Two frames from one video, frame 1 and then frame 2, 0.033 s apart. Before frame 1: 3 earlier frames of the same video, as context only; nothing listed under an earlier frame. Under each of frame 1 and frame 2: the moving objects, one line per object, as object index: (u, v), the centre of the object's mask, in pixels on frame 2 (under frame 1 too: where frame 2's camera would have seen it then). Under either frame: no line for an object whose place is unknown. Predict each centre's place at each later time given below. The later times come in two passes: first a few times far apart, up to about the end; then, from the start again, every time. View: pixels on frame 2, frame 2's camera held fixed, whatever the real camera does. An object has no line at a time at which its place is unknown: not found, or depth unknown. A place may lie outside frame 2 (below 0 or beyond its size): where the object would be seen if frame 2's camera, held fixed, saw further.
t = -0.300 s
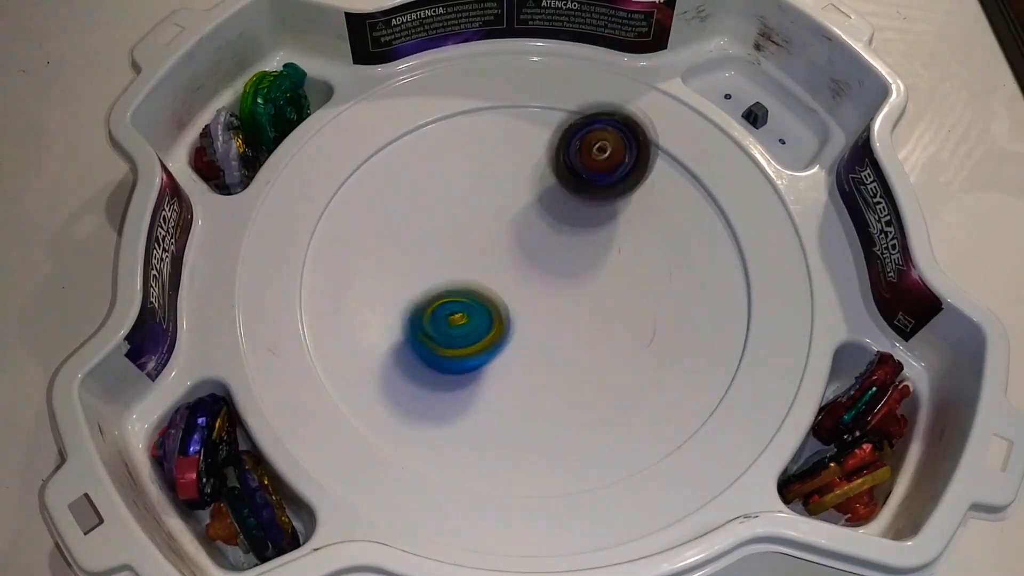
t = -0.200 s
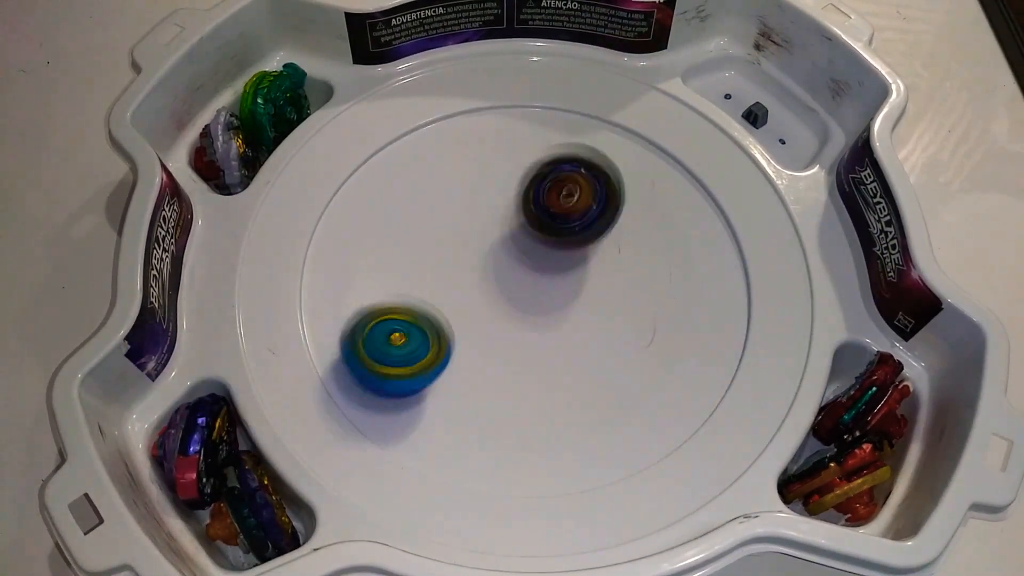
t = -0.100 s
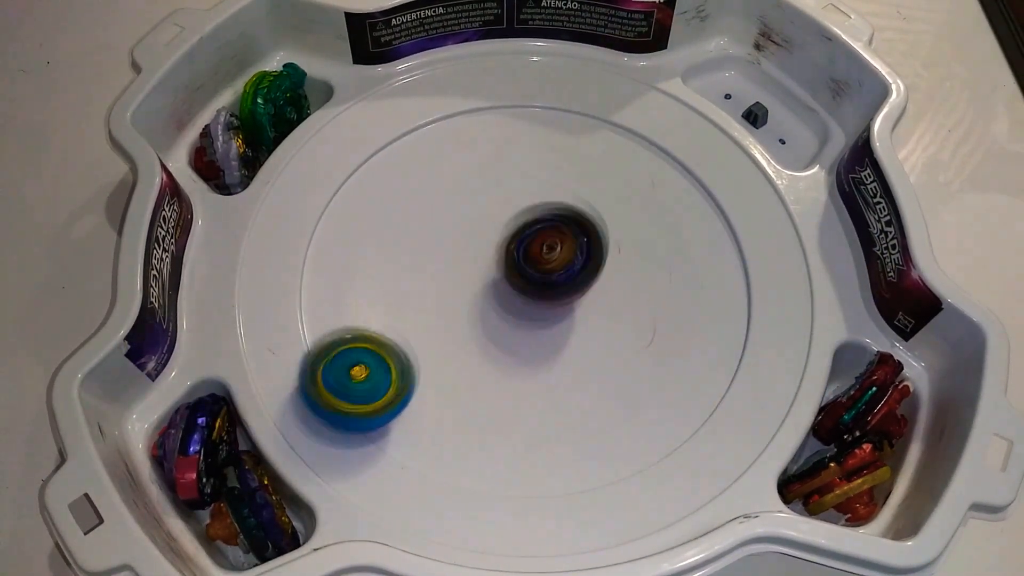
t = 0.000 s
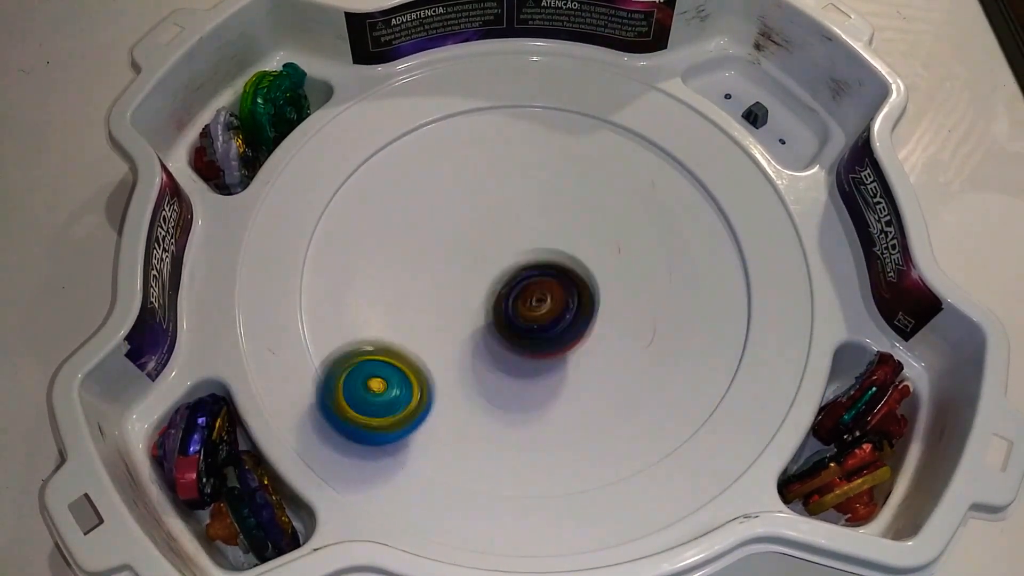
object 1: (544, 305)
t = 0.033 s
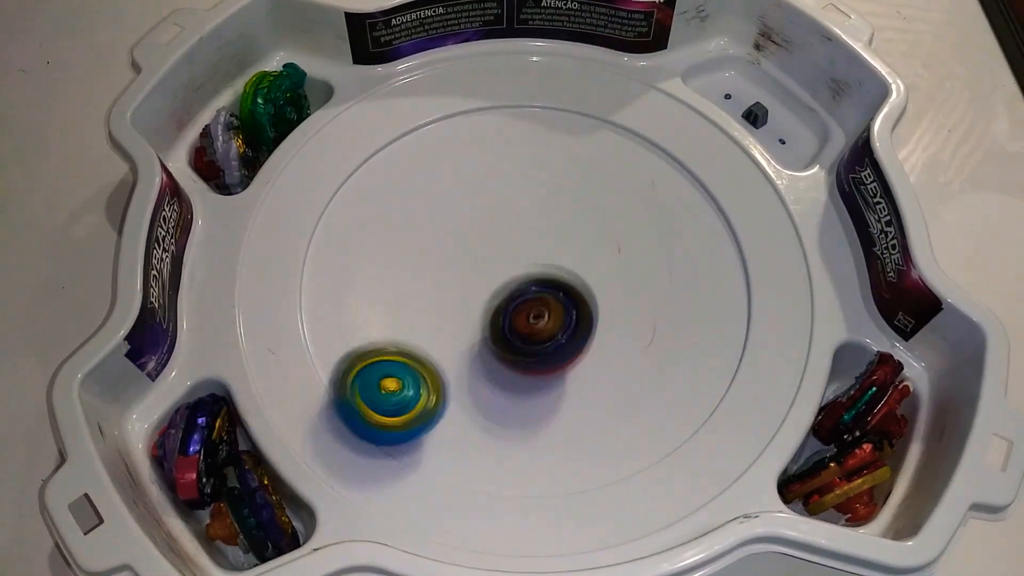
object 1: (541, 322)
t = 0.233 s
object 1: (672, 381)
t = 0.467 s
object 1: (685, 311)
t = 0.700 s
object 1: (559, 281)
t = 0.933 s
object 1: (432, 312)
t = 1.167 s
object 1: (357, 349)
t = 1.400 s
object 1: (429, 342)
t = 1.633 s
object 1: (511, 273)
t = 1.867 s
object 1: (556, 198)
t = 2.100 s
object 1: (545, 174)
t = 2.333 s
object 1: (539, 256)
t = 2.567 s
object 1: (599, 302)
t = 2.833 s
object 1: (598, 306)
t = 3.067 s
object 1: (509, 312)
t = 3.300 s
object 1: (433, 324)
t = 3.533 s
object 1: (453, 323)
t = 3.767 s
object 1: (503, 266)
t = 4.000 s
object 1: (530, 211)
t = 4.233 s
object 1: (520, 224)
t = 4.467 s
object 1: (547, 289)
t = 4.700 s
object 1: (588, 339)
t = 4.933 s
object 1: (573, 324)
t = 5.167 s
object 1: (495, 300)
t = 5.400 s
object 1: (437, 262)
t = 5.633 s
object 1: (423, 240)
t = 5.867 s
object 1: (487, 238)
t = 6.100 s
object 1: (544, 252)
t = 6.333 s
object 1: (564, 304)
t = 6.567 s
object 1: (520, 344)
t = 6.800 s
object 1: (461, 324)
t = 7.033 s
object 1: (455, 268)
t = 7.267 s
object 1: (495, 252)
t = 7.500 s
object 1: (568, 258)
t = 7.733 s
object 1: (556, 319)
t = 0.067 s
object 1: (539, 340)
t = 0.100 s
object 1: (540, 356)
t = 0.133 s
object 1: (577, 369)
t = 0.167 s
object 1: (615, 379)
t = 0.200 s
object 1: (646, 381)
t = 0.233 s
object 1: (672, 381)
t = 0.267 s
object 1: (691, 378)
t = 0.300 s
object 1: (710, 375)
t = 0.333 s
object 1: (718, 365)
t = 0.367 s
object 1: (713, 349)
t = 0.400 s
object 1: (705, 334)
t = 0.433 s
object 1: (695, 321)
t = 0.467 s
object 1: (685, 311)
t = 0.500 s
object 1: (672, 302)
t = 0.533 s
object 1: (655, 294)
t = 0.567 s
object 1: (637, 288)
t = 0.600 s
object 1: (618, 286)
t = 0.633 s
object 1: (598, 283)
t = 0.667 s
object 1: (578, 282)
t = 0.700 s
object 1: (559, 281)
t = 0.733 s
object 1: (540, 281)
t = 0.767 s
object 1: (521, 281)
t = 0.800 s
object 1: (503, 282)
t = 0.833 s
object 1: (486, 292)
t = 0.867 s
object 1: (467, 301)
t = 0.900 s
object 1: (449, 307)
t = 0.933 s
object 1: (432, 312)
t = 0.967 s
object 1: (417, 316)
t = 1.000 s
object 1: (402, 321)
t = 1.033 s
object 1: (391, 327)
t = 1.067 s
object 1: (380, 334)
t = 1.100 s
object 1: (369, 339)
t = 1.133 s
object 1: (361, 344)
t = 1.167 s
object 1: (357, 349)
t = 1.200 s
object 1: (357, 356)
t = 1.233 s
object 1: (361, 353)
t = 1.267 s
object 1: (367, 352)
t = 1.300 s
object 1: (378, 352)
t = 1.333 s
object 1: (392, 349)
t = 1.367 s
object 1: (409, 346)
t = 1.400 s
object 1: (429, 342)
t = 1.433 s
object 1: (444, 334)
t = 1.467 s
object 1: (458, 325)
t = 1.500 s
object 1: (471, 317)
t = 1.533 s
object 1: (485, 308)
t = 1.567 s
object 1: (496, 297)
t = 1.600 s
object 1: (502, 285)
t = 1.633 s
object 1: (511, 273)
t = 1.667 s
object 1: (518, 263)
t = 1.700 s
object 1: (525, 251)
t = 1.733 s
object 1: (533, 240)
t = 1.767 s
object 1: (540, 229)
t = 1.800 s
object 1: (546, 220)
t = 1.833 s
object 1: (552, 210)
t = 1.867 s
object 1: (556, 198)
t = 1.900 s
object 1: (560, 190)
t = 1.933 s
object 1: (563, 180)
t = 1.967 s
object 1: (562, 172)
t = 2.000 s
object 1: (560, 170)
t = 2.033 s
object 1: (555, 166)
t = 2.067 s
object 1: (550, 168)
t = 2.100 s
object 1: (545, 174)
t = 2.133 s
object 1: (540, 184)
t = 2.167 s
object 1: (535, 196)
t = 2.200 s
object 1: (532, 210)
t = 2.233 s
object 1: (529, 223)
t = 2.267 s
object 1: (528, 237)
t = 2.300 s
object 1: (530, 249)
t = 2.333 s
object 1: (539, 256)
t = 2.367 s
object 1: (548, 262)
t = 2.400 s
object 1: (556, 269)
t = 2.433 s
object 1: (565, 276)
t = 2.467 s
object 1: (575, 284)
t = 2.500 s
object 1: (583, 290)
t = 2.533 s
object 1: (593, 297)
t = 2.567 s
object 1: (599, 302)
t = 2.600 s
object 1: (607, 307)
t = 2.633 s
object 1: (613, 310)
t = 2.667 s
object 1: (617, 311)
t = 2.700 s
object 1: (619, 311)
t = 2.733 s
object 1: (616, 311)
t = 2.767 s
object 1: (613, 309)
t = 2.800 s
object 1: (607, 309)
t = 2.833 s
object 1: (598, 306)
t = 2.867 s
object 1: (586, 306)
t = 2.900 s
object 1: (573, 305)
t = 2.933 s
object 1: (561, 307)
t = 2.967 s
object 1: (546, 308)
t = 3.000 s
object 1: (534, 310)
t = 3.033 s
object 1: (521, 311)
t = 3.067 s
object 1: (509, 312)
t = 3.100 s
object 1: (496, 314)
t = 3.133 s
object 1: (485, 315)
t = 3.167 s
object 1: (473, 316)
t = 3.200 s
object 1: (461, 317)
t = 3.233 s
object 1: (450, 320)
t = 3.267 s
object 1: (441, 321)
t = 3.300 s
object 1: (433, 324)
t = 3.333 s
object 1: (428, 328)
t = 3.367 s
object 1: (427, 330)
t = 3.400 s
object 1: (427, 331)
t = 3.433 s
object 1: (430, 332)
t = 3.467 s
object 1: (436, 330)
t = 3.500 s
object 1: (445, 328)
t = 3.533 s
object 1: (453, 323)
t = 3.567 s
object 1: (463, 316)
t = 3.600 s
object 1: (469, 308)
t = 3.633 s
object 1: (478, 299)
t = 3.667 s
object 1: (485, 291)
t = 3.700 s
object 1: (491, 283)
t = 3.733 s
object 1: (498, 274)
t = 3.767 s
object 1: (503, 266)
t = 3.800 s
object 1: (509, 257)
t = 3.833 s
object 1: (514, 249)
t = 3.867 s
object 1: (519, 241)
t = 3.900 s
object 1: (522, 232)
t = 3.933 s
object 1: (527, 224)
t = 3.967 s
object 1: (528, 217)
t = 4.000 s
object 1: (530, 211)
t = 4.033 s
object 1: (529, 207)
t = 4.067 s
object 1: (528, 204)
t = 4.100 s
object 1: (526, 204)
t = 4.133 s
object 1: (525, 206)
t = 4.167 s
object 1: (523, 210)
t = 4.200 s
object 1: (521, 216)
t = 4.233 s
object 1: (520, 224)
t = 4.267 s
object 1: (519, 232)
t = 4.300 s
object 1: (521, 244)
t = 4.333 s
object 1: (522, 254)
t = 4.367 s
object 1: (529, 263)
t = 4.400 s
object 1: (534, 273)
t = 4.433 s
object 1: (540, 280)
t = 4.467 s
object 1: (547, 289)
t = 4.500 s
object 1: (552, 297)
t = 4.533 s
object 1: (558, 305)
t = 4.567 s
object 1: (564, 313)
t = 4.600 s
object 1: (570, 321)
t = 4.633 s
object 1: (576, 329)
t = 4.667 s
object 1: (583, 334)
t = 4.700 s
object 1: (588, 339)
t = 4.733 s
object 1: (592, 340)
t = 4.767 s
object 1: (594, 340)
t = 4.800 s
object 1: (594, 337)
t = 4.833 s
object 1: (593, 335)
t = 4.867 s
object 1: (588, 333)
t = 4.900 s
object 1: (581, 328)
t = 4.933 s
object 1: (573, 324)
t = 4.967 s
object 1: (562, 318)
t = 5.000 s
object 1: (549, 317)
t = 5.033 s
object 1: (538, 312)
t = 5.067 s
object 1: (524, 309)
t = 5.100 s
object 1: (513, 306)
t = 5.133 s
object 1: (502, 303)
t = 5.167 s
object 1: (495, 300)
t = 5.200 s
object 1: (485, 297)
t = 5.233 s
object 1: (474, 292)
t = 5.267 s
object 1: (465, 287)
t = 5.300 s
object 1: (457, 281)
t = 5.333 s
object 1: (450, 275)
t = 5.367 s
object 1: (443, 269)
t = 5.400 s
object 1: (437, 262)
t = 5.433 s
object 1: (430, 256)
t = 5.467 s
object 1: (425, 249)
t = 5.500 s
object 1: (422, 245)
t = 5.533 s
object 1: (419, 240)
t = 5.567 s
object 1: (418, 238)
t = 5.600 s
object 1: (419, 238)
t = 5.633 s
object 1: (423, 240)
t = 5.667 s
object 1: (428, 242)
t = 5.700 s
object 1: (438, 245)
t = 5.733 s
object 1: (449, 249)
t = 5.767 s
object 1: (459, 246)
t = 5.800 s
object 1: (471, 240)
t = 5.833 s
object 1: (481, 239)
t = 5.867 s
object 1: (487, 238)
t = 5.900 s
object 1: (494, 236)
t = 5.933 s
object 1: (504, 236)
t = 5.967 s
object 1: (513, 238)
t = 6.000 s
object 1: (522, 241)
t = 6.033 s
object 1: (529, 244)
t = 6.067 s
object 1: (536, 247)
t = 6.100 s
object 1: (544, 252)
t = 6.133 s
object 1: (550, 259)
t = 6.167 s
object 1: (555, 266)
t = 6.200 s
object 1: (559, 273)
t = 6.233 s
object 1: (562, 280)
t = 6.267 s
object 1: (563, 288)
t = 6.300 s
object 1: (564, 297)
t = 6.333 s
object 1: (564, 304)
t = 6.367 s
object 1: (562, 313)
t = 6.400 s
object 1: (558, 321)
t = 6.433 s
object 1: (552, 328)
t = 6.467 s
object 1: (545, 335)
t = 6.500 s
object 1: (537, 340)
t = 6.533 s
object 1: (529, 342)
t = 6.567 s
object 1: (520, 344)
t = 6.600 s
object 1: (511, 345)
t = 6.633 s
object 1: (502, 345)
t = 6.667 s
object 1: (492, 342)
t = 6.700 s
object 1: (484, 340)
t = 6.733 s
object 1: (475, 336)
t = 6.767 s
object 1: (468, 330)
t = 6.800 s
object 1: (461, 324)
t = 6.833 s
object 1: (458, 318)
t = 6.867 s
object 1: (454, 310)
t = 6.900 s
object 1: (452, 304)
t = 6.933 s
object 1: (451, 296)
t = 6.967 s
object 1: (452, 287)
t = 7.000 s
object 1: (451, 277)
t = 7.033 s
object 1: (455, 268)
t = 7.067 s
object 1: (460, 264)
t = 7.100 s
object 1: (463, 261)
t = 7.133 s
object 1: (467, 257)
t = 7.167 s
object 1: (473, 254)
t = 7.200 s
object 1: (479, 252)
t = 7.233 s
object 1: (486, 251)
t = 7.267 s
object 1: (495, 252)
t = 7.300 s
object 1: (509, 248)
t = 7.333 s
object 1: (524, 243)
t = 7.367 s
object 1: (538, 239)
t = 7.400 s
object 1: (550, 242)
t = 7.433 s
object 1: (558, 247)
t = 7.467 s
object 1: (564, 253)
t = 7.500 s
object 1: (568, 258)
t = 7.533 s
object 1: (572, 266)
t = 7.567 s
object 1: (574, 273)
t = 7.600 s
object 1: (574, 282)
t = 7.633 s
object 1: (572, 292)
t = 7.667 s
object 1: (569, 300)
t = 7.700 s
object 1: (564, 309)
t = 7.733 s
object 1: (556, 319)
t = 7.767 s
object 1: (546, 326)
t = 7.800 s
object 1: (539, 334)
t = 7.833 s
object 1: (527, 341)
